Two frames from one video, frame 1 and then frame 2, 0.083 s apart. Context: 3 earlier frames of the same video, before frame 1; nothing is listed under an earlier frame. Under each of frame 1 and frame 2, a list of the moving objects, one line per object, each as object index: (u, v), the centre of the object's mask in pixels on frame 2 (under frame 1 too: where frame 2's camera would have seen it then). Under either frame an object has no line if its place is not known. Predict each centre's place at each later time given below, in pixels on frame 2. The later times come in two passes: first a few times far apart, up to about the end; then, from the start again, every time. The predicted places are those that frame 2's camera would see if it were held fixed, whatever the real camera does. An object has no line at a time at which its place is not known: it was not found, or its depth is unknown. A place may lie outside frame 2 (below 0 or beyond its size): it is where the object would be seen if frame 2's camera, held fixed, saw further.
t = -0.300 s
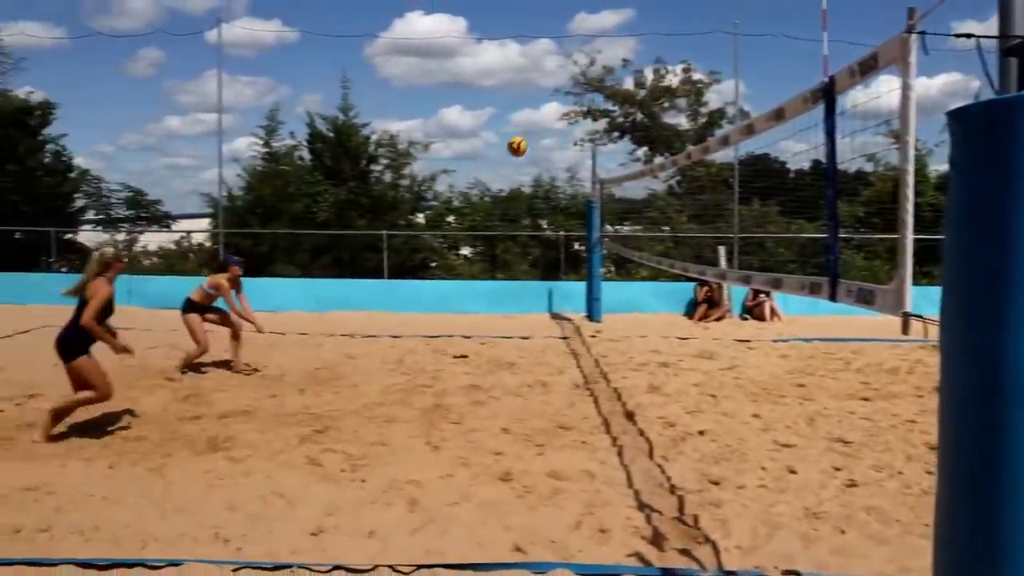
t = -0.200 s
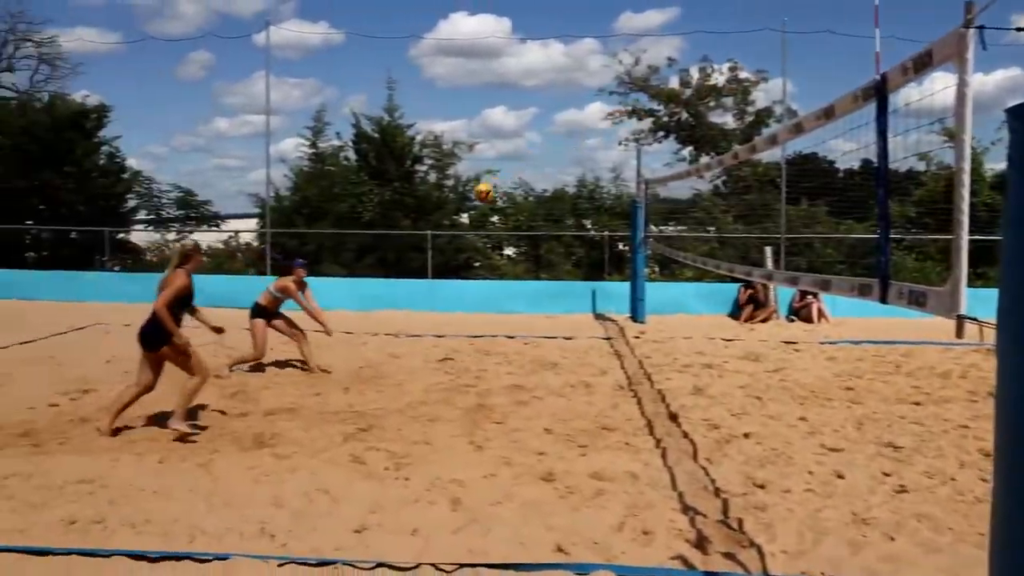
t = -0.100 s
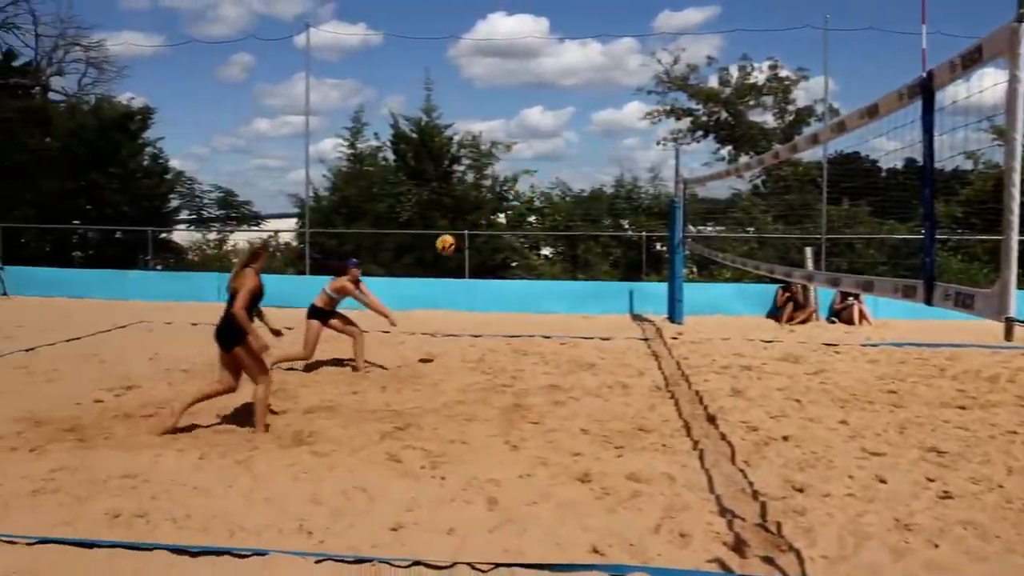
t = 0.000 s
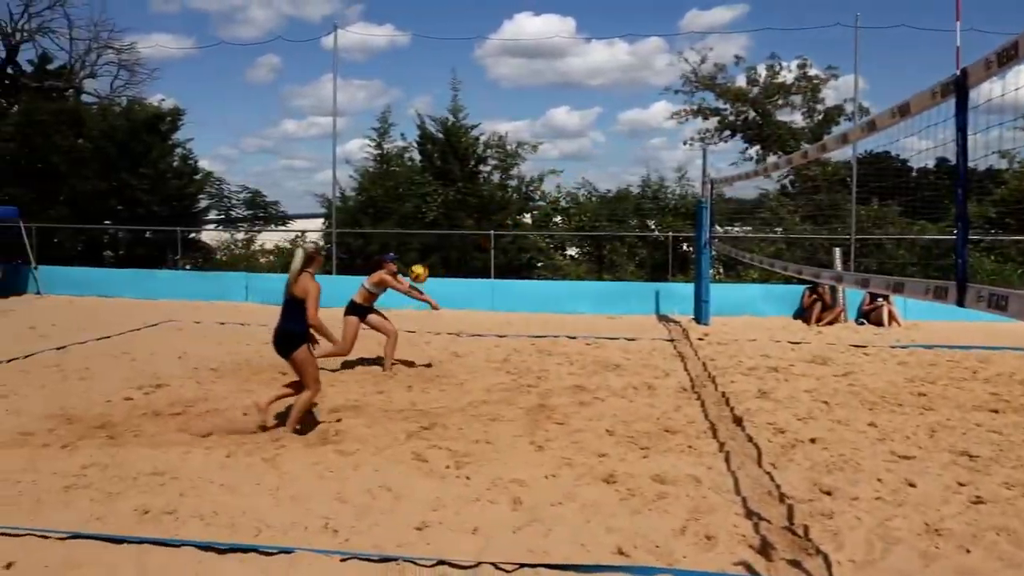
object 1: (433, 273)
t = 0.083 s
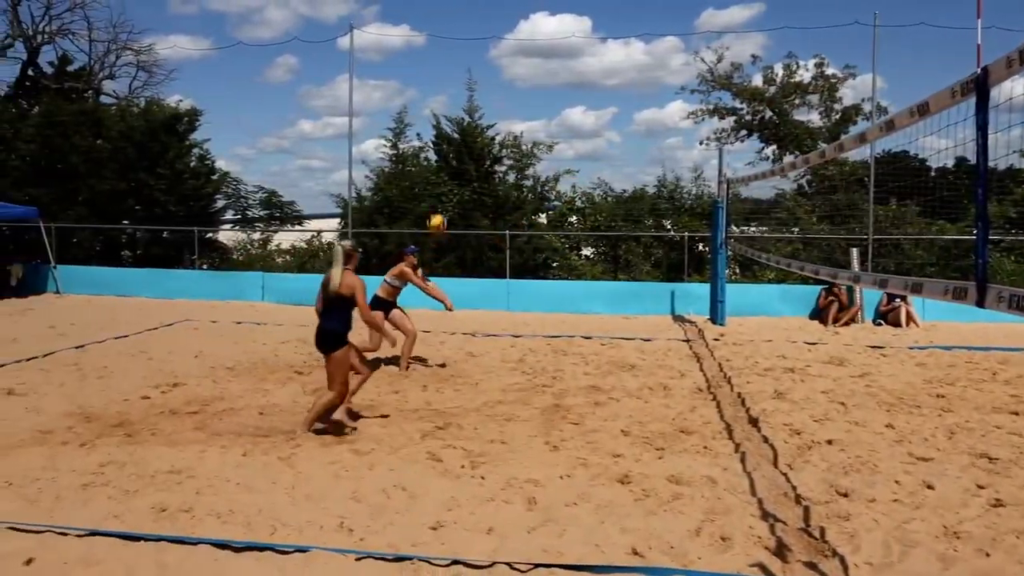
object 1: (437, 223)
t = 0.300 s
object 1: (443, 117)
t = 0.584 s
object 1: (452, 36)
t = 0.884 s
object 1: (460, 35)
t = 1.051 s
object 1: (467, 78)
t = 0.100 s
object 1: (438, 214)
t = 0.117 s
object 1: (438, 205)
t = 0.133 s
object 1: (438, 195)
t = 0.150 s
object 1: (438, 186)
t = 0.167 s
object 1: (439, 180)
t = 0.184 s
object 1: (440, 170)
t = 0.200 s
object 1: (441, 162)
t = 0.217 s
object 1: (442, 154)
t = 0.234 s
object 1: (442, 146)
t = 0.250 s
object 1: (442, 139)
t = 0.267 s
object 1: (442, 132)
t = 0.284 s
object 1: (443, 124)
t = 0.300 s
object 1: (443, 117)
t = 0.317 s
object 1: (444, 110)
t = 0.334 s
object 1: (445, 104)
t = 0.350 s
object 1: (446, 97)
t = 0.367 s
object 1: (446, 92)
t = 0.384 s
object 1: (447, 86)
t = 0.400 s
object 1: (447, 80)
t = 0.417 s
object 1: (447, 75)
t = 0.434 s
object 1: (448, 70)
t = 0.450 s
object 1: (448, 65)
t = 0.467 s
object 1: (449, 61)
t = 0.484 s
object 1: (449, 57)
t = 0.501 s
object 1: (450, 53)
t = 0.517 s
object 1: (450, 49)
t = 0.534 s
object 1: (450, 45)
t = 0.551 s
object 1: (451, 42)
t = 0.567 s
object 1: (451, 39)
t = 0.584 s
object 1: (452, 36)
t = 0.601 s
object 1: (452, 34)
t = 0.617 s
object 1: (452, 32)
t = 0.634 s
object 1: (453, 30)
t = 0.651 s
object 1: (453, 29)
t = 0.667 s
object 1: (454, 27)
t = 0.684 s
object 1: (455, 26)
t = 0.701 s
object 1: (455, 25)
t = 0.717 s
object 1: (455, 25)
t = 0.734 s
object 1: (456, 25)
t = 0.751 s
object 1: (456, 24)
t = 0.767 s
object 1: (456, 25)
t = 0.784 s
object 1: (457, 26)
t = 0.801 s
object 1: (458, 27)
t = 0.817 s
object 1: (458, 28)
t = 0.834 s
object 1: (459, 29)
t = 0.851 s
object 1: (459, 31)
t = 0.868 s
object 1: (460, 33)
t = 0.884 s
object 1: (460, 35)
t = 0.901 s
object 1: (461, 38)
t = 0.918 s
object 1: (462, 41)
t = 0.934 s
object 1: (462, 45)
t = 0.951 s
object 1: (463, 48)
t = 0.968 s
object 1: (463, 52)
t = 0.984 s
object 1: (464, 57)
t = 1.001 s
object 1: (464, 61)
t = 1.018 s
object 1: (465, 66)
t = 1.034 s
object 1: (466, 72)
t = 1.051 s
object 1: (467, 78)
